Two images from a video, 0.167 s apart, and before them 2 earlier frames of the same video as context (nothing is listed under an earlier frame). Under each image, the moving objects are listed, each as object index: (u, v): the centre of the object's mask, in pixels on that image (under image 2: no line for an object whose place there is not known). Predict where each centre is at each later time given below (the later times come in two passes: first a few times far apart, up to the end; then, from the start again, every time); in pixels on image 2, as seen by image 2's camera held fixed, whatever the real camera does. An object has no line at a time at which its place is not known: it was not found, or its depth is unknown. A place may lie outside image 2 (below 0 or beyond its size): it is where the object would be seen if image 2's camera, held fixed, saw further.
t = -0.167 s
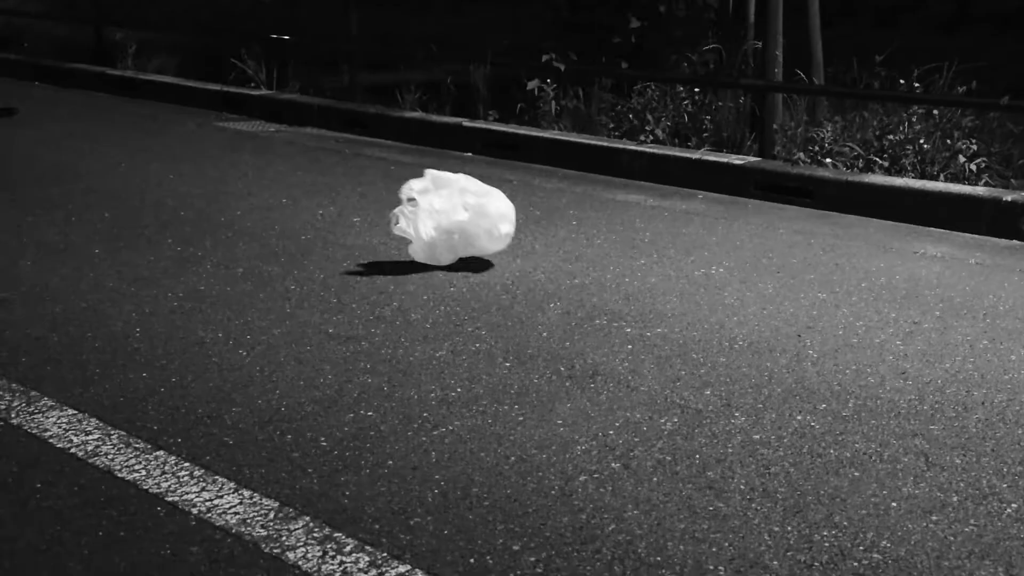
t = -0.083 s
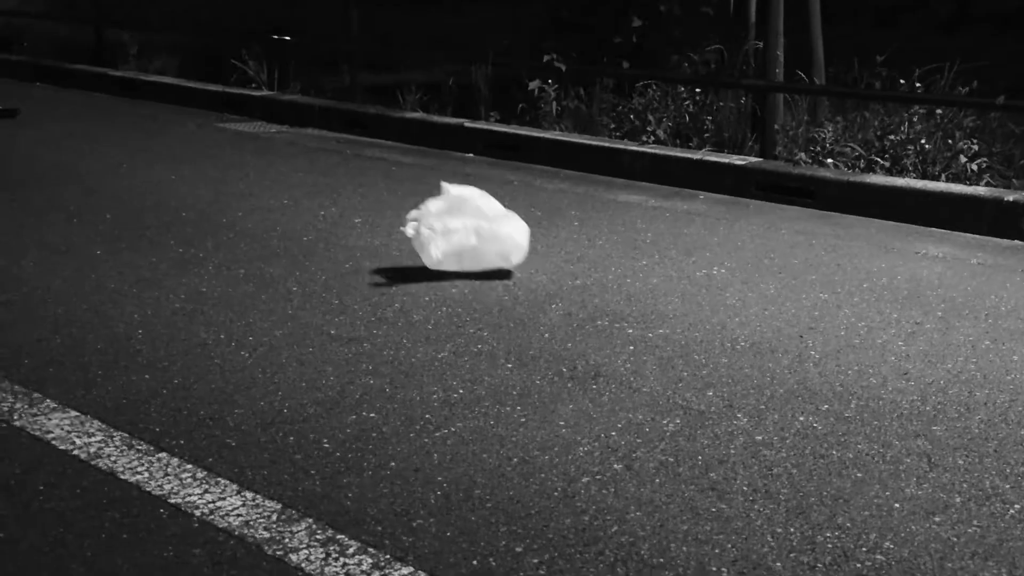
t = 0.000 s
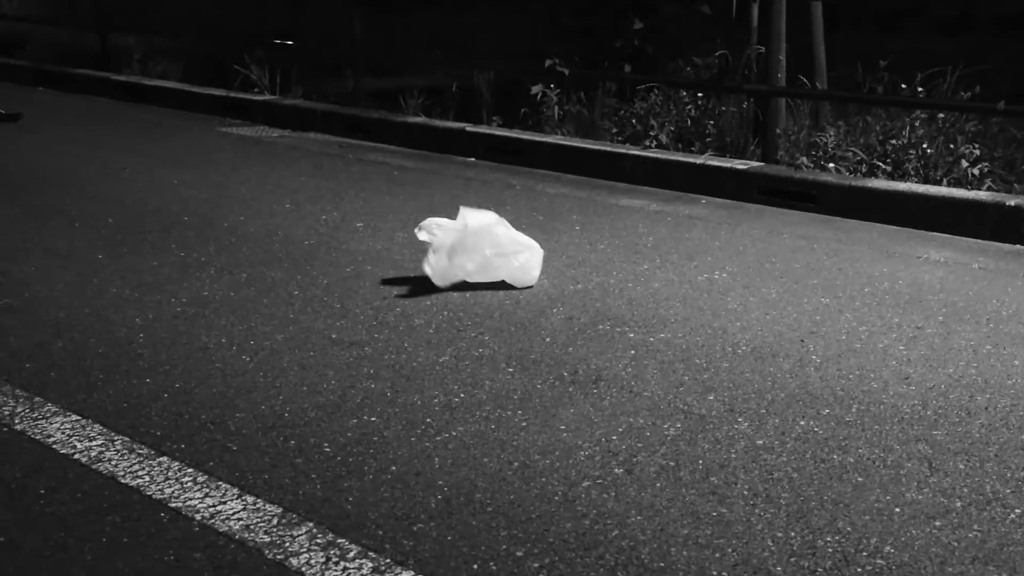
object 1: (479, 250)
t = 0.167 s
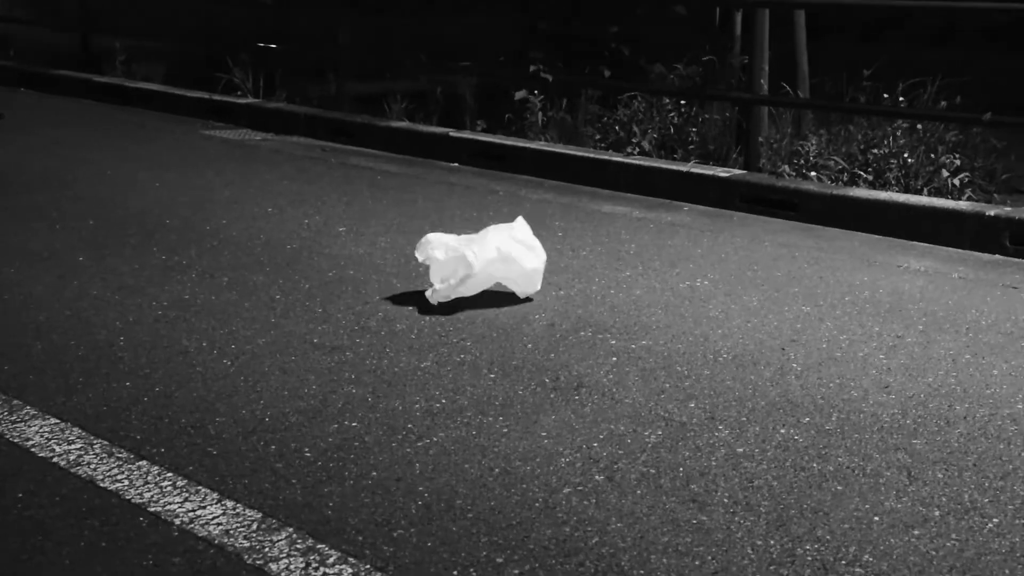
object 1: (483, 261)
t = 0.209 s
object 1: (487, 260)
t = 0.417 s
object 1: (513, 273)
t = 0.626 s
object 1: (546, 292)
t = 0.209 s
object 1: (487, 260)
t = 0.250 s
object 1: (491, 259)
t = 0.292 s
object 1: (495, 261)
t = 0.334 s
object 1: (499, 265)
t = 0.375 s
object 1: (506, 269)
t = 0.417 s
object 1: (513, 273)
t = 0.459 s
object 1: (520, 279)
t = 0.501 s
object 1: (526, 284)
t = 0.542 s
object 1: (533, 287)
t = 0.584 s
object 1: (538, 290)
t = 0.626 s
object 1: (546, 292)
